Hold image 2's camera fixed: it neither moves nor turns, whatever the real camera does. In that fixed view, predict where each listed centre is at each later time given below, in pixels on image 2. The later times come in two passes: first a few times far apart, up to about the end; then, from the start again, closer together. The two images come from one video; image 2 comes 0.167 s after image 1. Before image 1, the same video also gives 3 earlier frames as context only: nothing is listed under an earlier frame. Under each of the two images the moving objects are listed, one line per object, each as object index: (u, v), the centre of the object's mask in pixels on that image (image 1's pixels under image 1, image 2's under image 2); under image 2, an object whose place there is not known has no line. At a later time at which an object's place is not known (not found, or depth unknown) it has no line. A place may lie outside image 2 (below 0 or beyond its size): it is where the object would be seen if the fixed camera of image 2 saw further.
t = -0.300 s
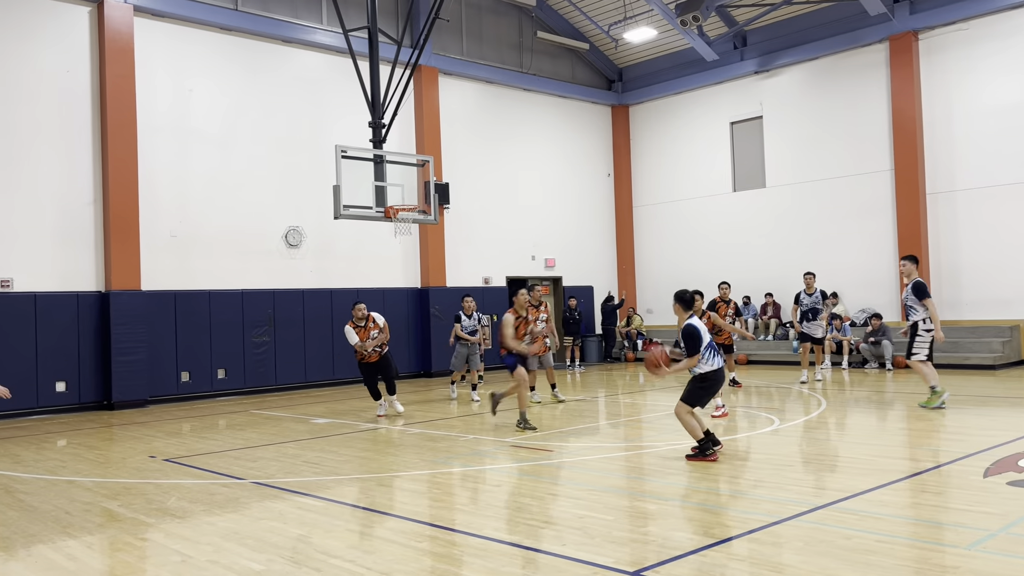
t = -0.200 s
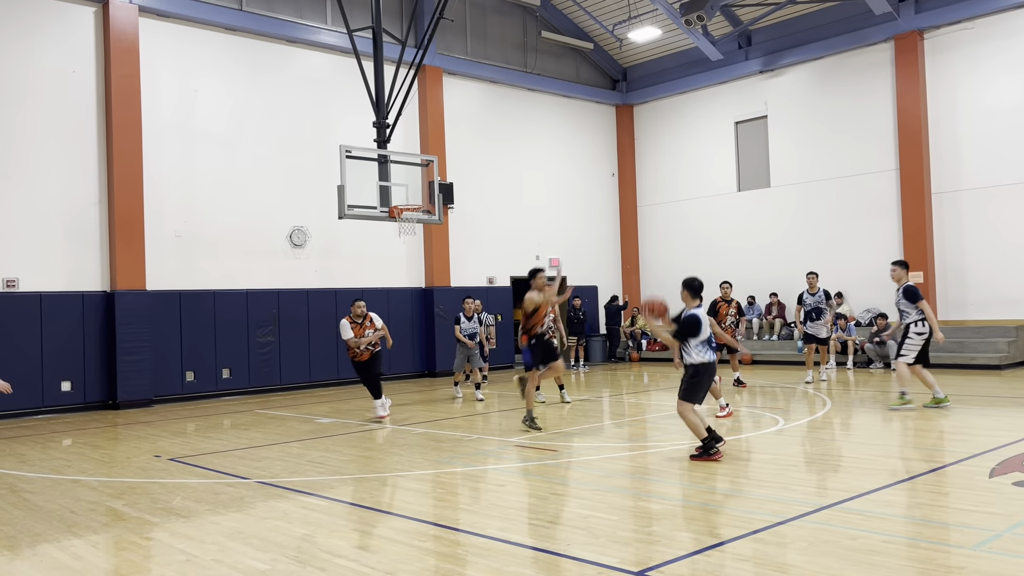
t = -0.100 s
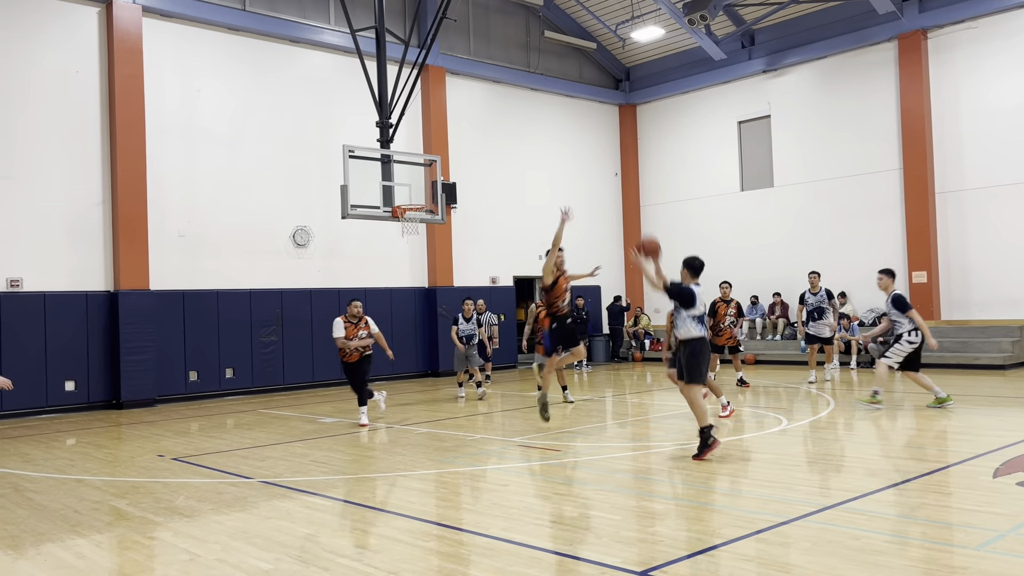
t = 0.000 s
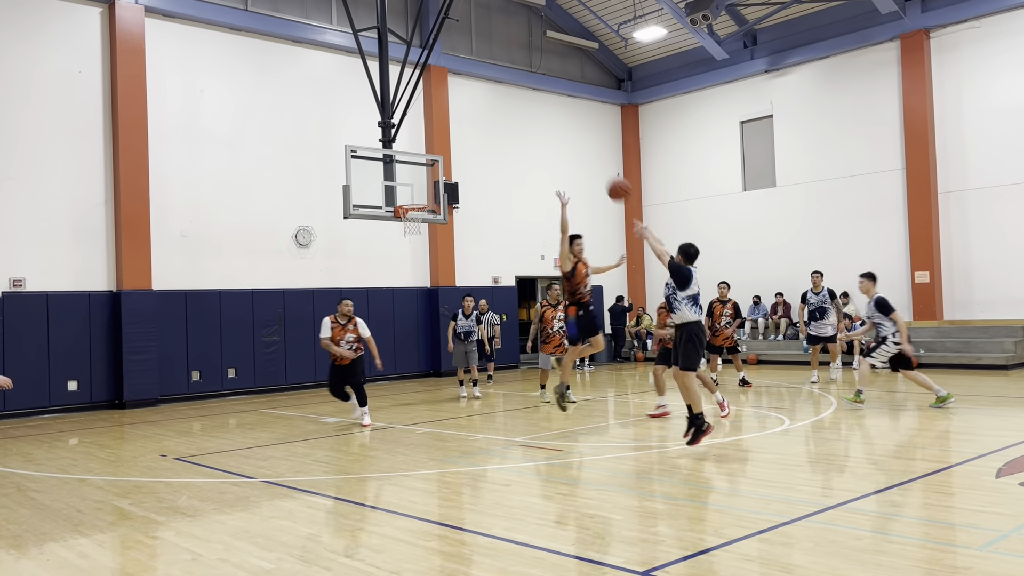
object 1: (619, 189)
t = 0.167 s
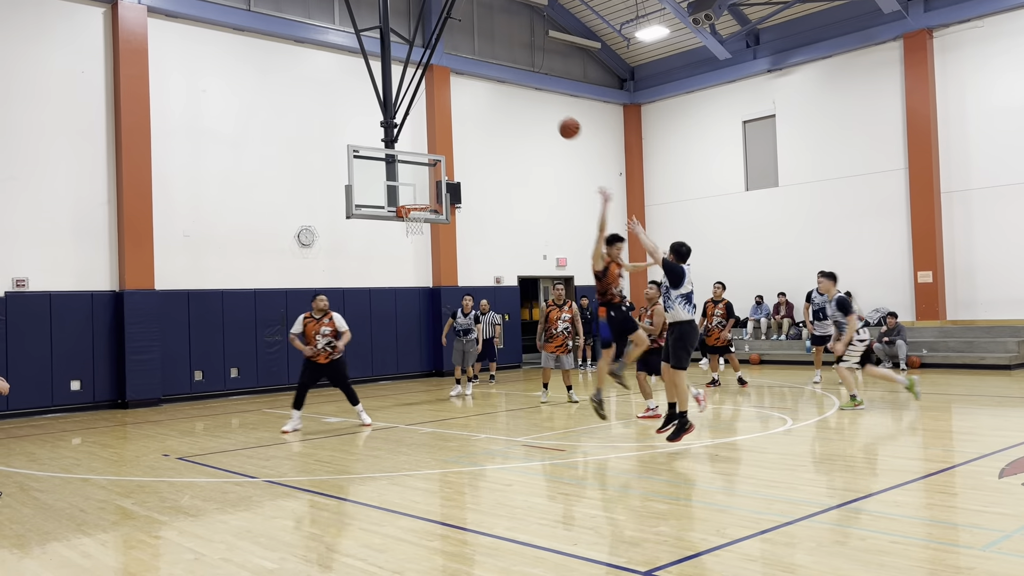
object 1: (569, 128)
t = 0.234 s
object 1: (551, 113)
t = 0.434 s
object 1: (507, 95)
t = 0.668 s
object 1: (467, 114)
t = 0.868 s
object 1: (440, 156)
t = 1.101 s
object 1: (419, 199)
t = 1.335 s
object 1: (403, 184)
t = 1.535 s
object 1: (400, 183)
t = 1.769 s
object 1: (397, 211)
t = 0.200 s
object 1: (560, 120)
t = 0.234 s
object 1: (551, 113)
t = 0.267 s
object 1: (543, 107)
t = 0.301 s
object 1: (535, 103)
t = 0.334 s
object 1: (528, 99)
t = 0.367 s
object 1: (521, 97)
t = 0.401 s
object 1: (514, 96)
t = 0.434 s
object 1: (507, 95)
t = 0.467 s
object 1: (501, 96)
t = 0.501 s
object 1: (494, 97)
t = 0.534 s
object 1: (489, 99)
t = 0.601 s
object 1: (477, 105)
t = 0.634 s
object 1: (472, 109)
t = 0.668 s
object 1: (467, 114)
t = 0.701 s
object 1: (462, 120)
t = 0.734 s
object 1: (458, 126)
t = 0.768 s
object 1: (453, 133)
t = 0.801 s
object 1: (449, 140)
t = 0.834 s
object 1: (444, 147)
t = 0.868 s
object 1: (440, 156)
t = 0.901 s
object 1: (436, 165)
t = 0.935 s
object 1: (433, 173)
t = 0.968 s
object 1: (429, 184)
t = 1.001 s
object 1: (425, 193)
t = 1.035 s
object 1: (423, 198)
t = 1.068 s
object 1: (421, 198)
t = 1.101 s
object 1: (419, 199)
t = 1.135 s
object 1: (418, 200)
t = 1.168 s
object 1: (415, 197)
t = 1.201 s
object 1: (412, 193)
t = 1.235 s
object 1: (409, 190)
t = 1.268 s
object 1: (406, 188)
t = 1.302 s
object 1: (404, 186)
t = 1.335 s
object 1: (403, 184)
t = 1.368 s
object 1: (402, 182)
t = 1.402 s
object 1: (402, 181)
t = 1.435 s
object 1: (401, 181)
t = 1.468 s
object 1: (401, 181)
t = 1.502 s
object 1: (401, 182)
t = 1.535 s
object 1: (400, 183)
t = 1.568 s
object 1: (400, 186)
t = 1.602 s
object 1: (400, 189)
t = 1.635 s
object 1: (400, 193)
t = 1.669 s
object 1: (399, 197)
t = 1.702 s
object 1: (399, 202)
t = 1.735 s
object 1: (398, 207)
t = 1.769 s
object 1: (397, 211)
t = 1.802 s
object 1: (395, 216)
